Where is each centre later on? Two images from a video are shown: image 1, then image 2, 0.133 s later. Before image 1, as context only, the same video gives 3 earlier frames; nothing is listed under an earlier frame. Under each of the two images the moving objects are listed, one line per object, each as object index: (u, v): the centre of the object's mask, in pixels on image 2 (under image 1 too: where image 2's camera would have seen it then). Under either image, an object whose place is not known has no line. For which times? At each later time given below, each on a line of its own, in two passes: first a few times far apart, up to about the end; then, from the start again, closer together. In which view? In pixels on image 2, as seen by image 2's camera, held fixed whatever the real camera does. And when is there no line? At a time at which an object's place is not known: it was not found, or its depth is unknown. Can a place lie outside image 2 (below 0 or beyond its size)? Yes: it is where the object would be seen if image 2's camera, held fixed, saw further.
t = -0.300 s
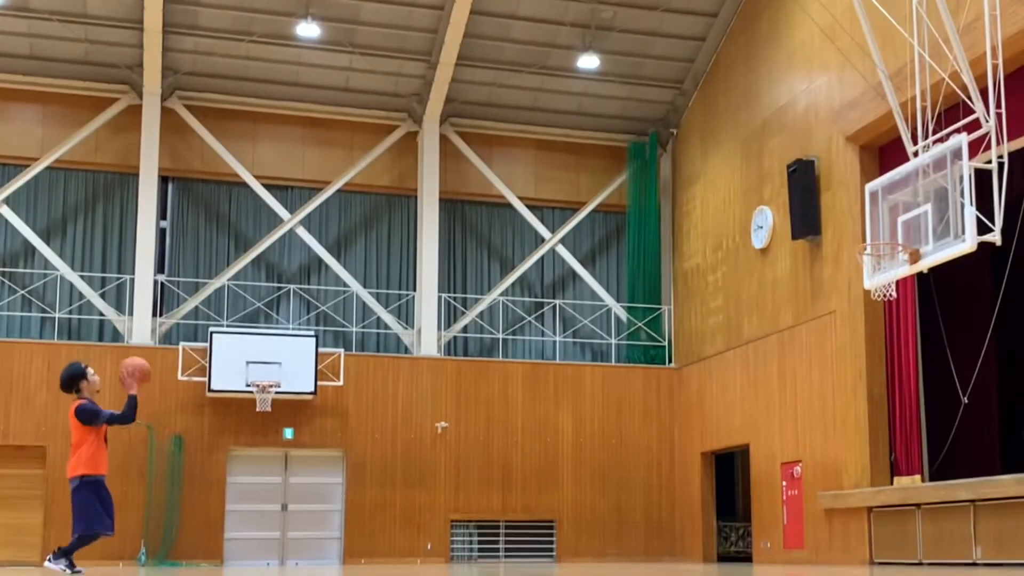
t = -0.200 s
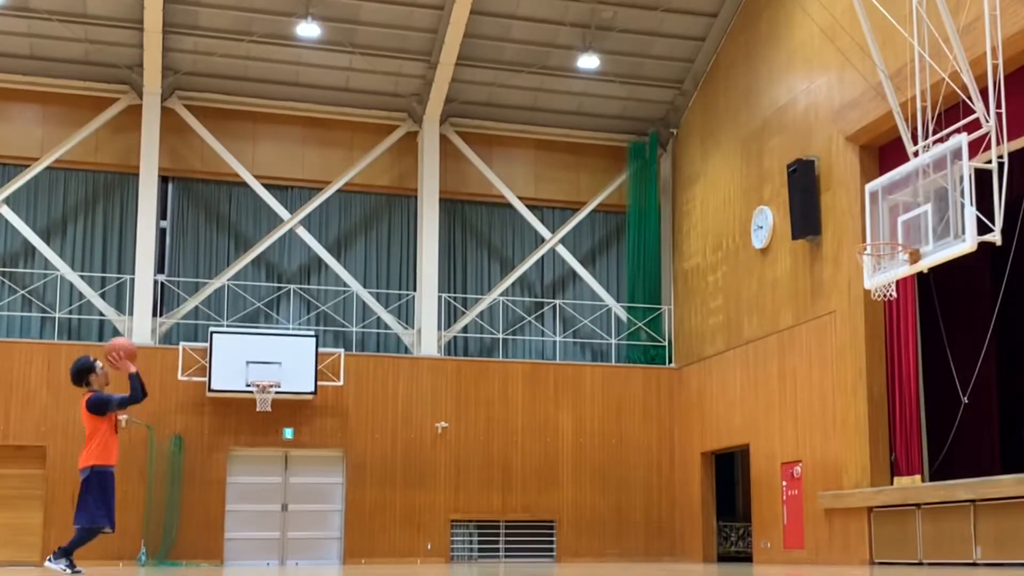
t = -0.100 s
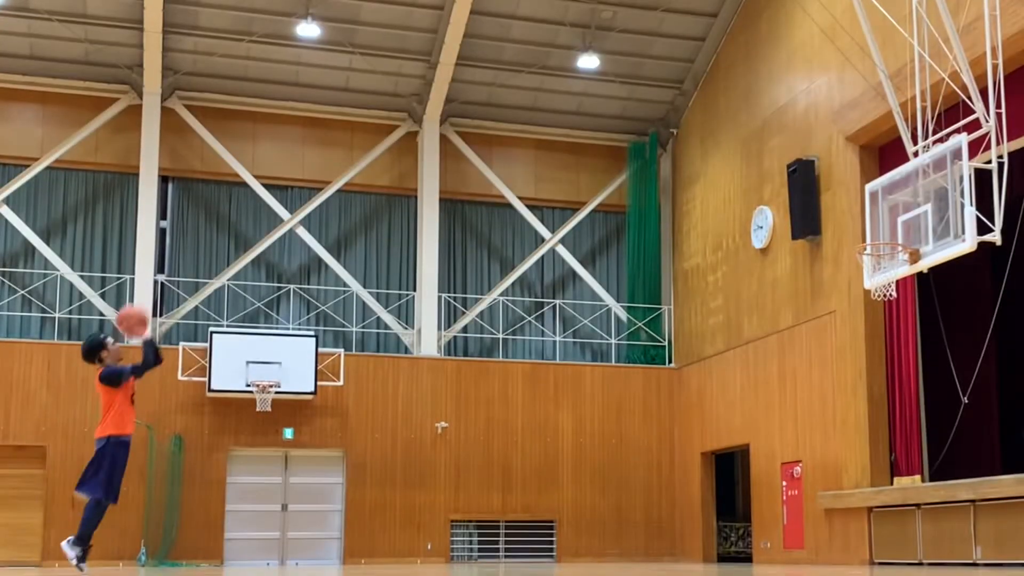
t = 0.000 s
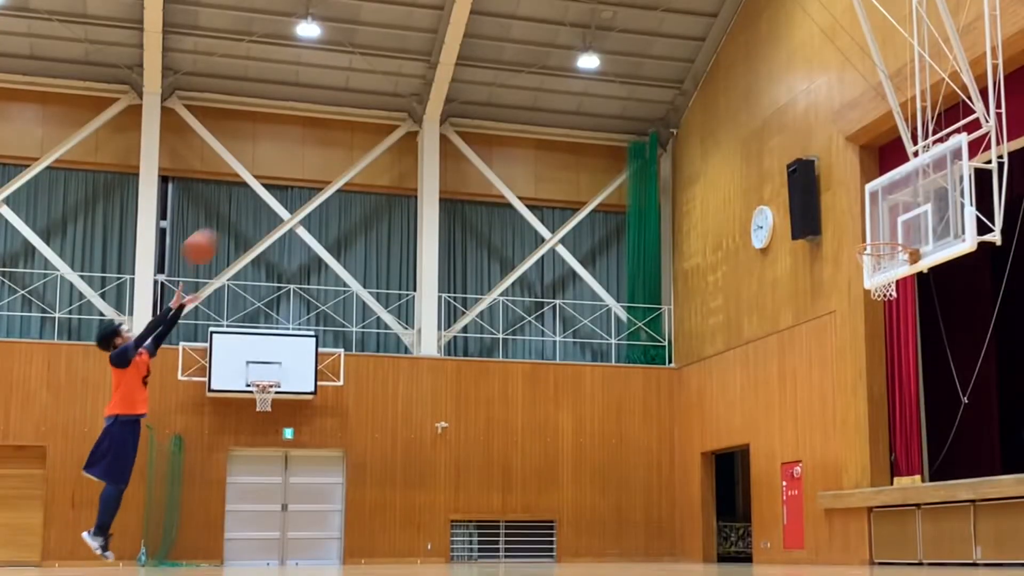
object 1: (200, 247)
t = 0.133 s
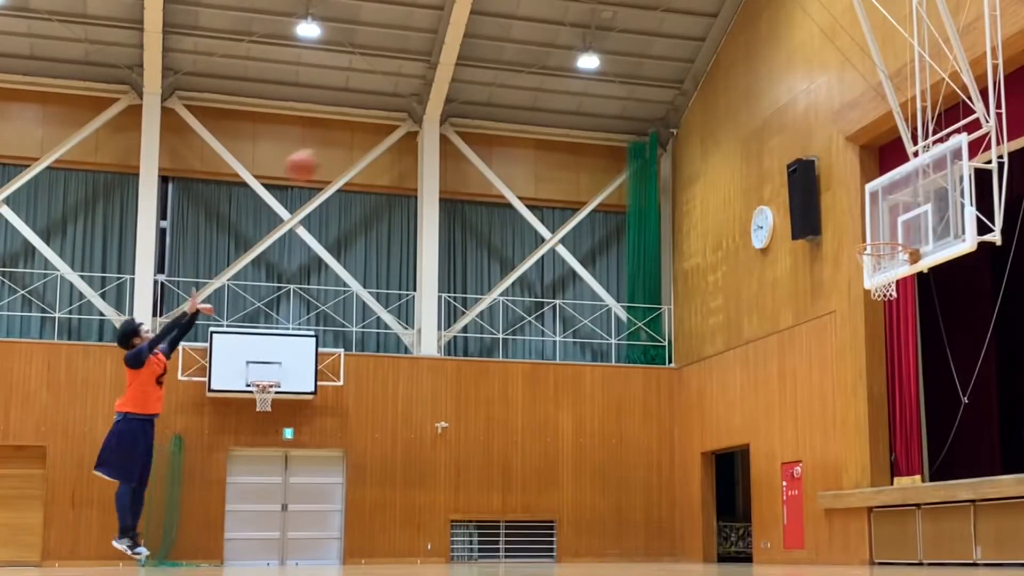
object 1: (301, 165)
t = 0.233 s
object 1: (371, 121)
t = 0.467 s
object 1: (516, 71)
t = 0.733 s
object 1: (665, 85)
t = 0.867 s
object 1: (733, 119)
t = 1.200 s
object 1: (887, 253)
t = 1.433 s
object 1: (858, 266)
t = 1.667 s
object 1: (890, 282)
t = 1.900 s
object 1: (922, 340)
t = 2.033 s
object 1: (943, 398)
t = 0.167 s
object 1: (325, 149)
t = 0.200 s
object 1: (348, 134)
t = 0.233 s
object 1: (371, 121)
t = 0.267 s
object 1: (393, 110)
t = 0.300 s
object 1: (414, 100)
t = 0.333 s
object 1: (435, 92)
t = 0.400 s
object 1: (476, 79)
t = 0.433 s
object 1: (496, 74)
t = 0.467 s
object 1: (516, 71)
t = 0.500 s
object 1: (536, 70)
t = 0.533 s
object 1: (555, 67)
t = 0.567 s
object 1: (572, 68)
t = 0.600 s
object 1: (595, 71)
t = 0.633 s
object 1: (611, 71)
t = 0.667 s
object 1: (628, 75)
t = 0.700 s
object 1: (646, 80)
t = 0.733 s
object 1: (665, 85)
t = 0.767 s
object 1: (681, 92)
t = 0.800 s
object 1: (699, 101)
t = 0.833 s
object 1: (716, 110)
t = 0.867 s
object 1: (733, 119)
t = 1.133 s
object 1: (857, 232)
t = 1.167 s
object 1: (872, 249)
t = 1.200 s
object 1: (887, 253)
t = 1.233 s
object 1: (891, 253)
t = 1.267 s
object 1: (885, 253)
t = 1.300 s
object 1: (876, 256)
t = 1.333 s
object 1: (867, 258)
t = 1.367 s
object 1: (861, 262)
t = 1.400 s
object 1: (859, 264)
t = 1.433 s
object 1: (858, 266)
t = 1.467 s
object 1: (859, 266)
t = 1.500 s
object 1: (863, 270)
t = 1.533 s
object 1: (870, 273)
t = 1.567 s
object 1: (872, 271)
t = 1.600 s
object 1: (879, 276)
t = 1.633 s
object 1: (885, 279)
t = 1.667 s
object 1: (890, 282)
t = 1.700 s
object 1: (893, 290)
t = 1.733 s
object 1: (897, 294)
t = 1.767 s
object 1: (902, 300)
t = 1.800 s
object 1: (907, 309)
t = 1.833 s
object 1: (912, 318)
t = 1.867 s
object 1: (917, 327)
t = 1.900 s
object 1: (922, 340)
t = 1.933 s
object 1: (927, 353)
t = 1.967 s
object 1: (933, 368)
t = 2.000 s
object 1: (938, 382)
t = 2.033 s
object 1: (943, 398)
